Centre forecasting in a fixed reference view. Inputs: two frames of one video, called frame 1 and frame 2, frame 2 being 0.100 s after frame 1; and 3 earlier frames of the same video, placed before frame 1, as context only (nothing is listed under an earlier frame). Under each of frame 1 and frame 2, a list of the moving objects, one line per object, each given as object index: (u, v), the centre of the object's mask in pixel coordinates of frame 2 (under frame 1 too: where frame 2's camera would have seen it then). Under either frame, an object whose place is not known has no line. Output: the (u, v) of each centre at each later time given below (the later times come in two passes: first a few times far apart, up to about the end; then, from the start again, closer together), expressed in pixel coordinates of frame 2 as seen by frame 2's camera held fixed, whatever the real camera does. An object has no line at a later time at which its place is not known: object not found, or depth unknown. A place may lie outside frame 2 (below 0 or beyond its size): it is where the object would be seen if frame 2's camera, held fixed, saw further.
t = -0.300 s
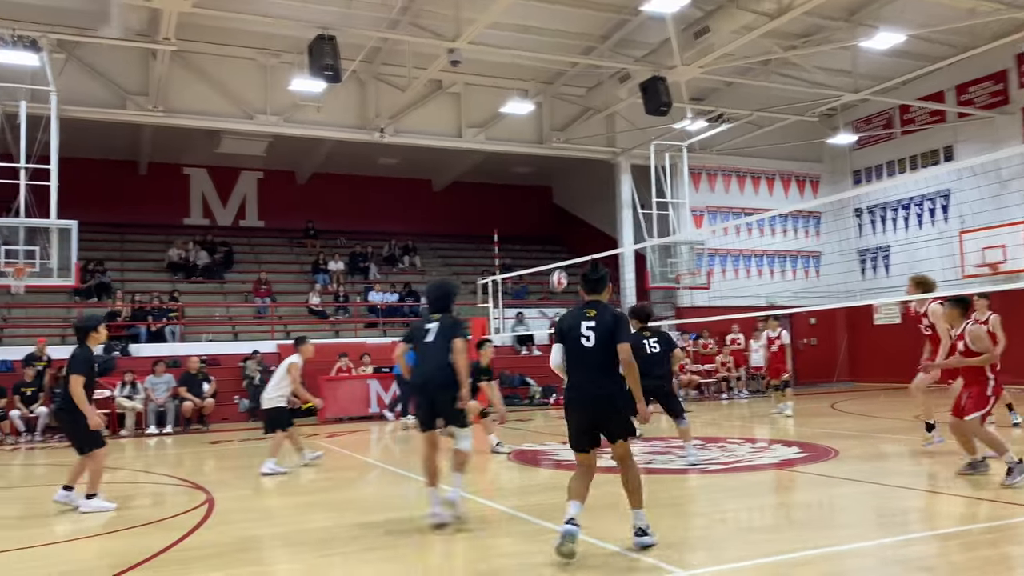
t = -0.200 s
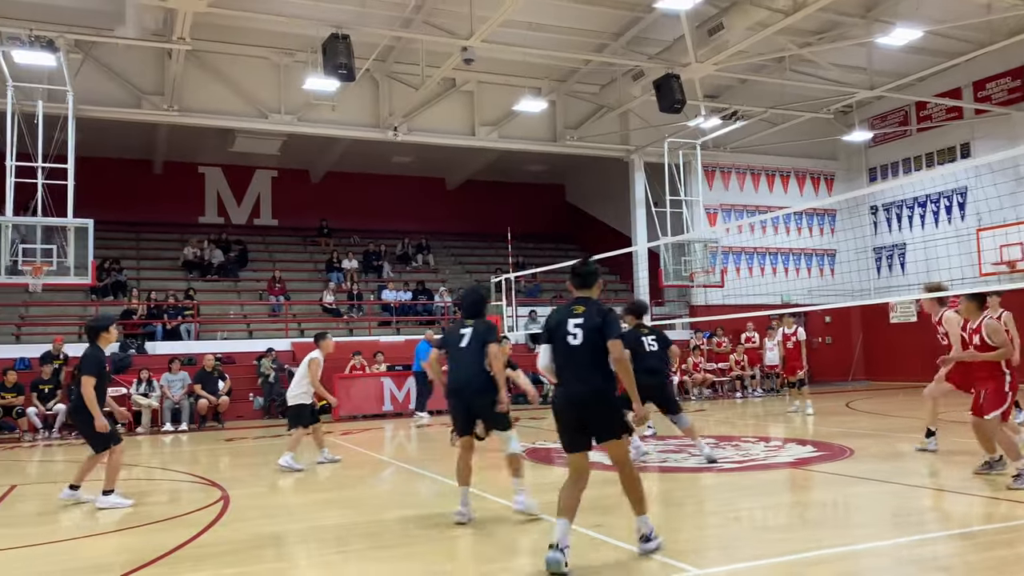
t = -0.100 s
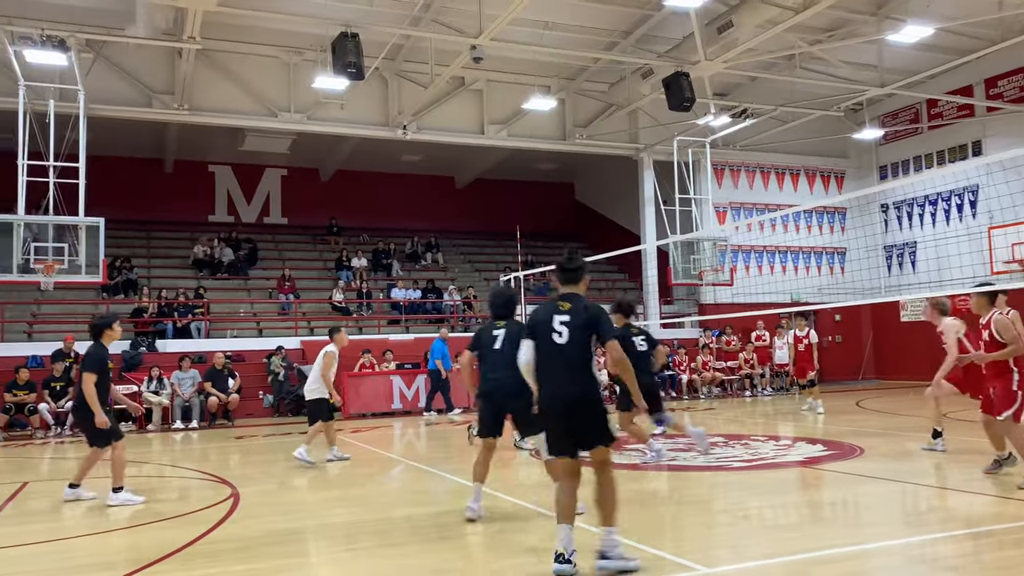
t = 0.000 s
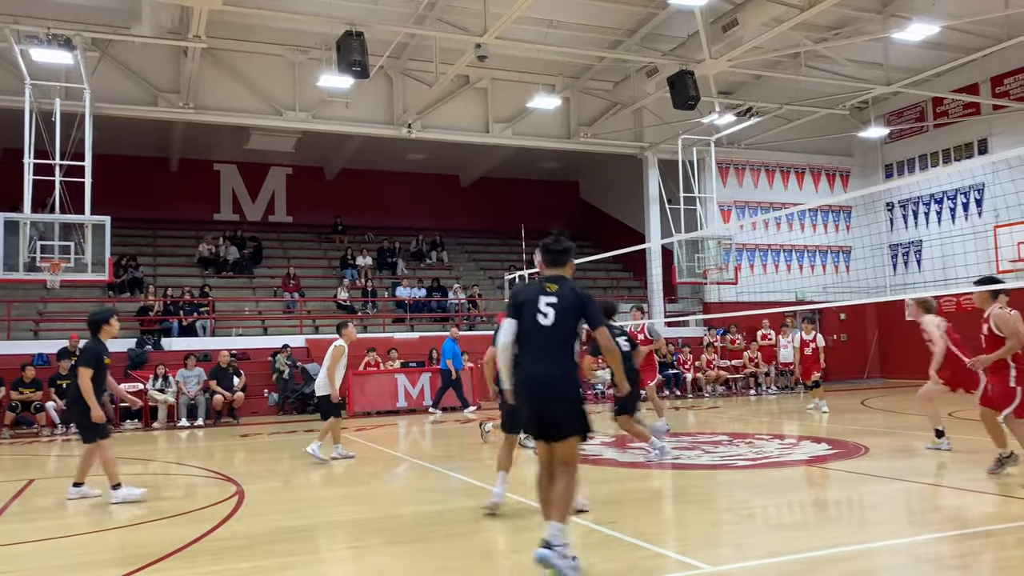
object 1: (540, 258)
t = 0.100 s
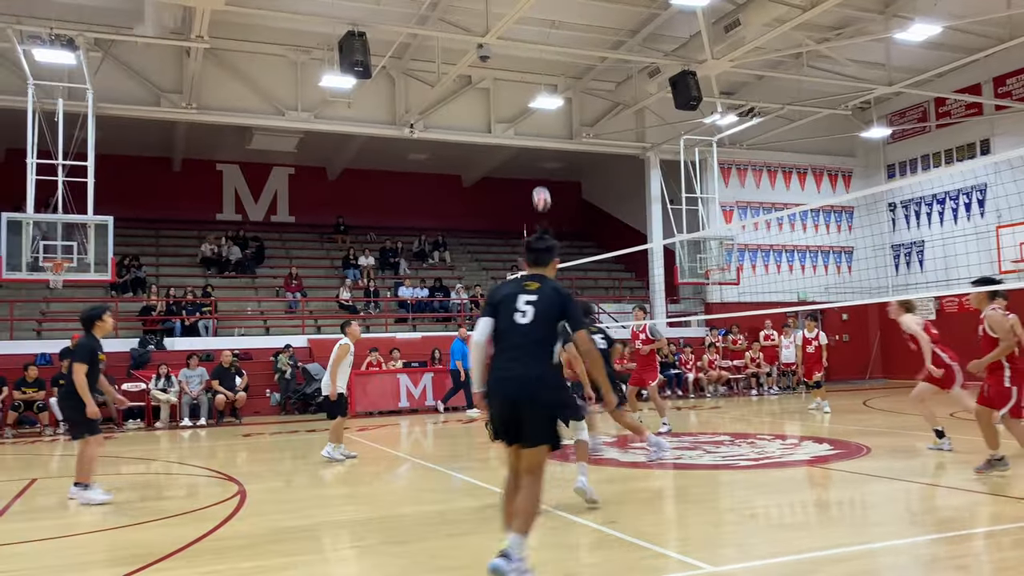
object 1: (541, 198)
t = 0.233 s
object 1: (536, 129)
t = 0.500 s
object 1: (528, 36)
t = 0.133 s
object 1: (540, 179)
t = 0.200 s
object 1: (537, 145)
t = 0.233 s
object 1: (536, 129)
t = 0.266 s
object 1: (534, 116)
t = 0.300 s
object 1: (533, 100)
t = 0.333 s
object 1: (534, 86)
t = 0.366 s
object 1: (533, 75)
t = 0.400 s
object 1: (531, 63)
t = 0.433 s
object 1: (531, 54)
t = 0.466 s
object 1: (529, 45)
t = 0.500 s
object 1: (528, 36)
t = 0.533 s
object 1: (527, 29)
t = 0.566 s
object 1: (527, 22)
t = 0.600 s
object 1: (526, 16)
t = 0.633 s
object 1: (525, 11)
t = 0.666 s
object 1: (524, 6)
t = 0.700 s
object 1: (523, 4)
